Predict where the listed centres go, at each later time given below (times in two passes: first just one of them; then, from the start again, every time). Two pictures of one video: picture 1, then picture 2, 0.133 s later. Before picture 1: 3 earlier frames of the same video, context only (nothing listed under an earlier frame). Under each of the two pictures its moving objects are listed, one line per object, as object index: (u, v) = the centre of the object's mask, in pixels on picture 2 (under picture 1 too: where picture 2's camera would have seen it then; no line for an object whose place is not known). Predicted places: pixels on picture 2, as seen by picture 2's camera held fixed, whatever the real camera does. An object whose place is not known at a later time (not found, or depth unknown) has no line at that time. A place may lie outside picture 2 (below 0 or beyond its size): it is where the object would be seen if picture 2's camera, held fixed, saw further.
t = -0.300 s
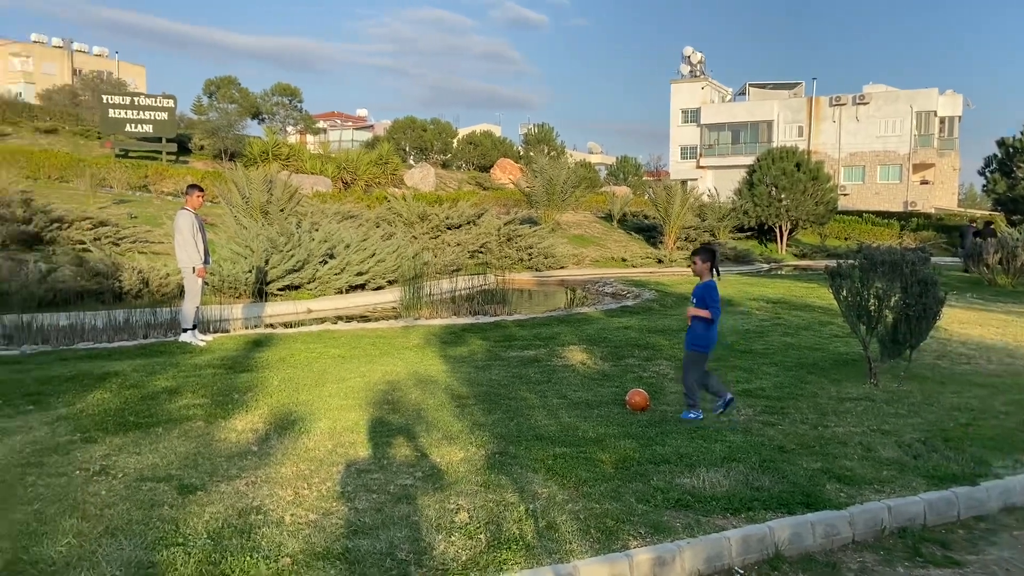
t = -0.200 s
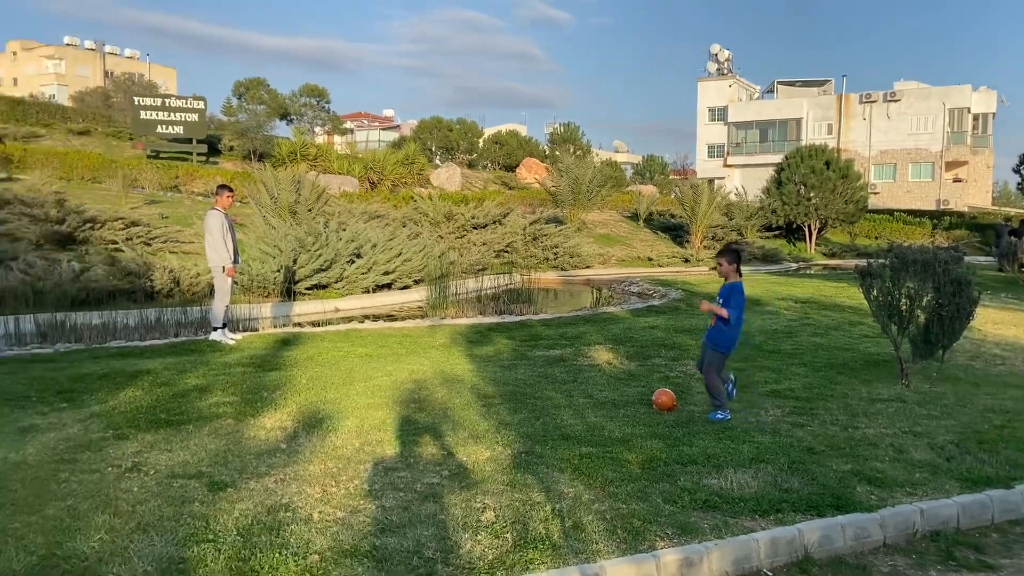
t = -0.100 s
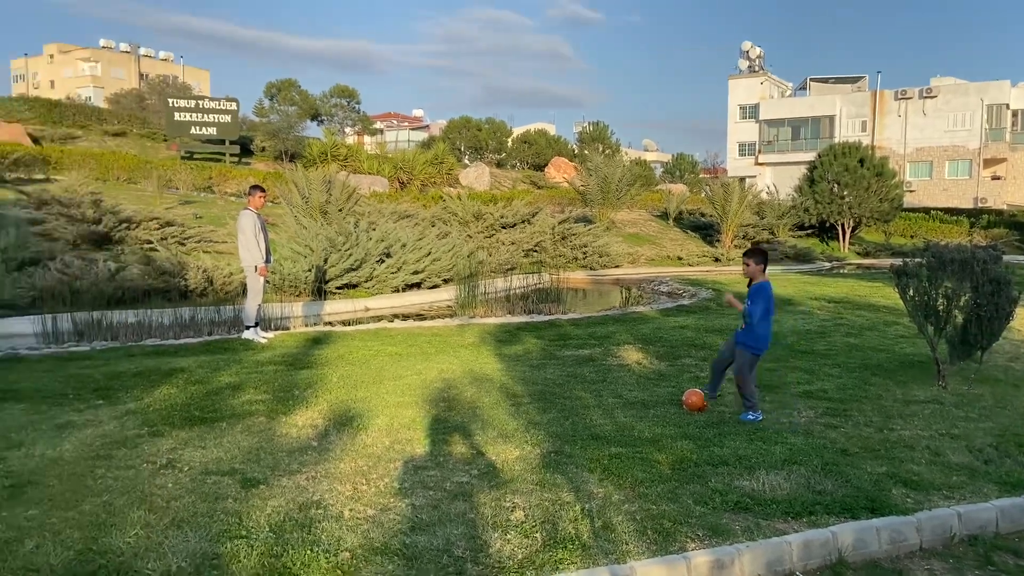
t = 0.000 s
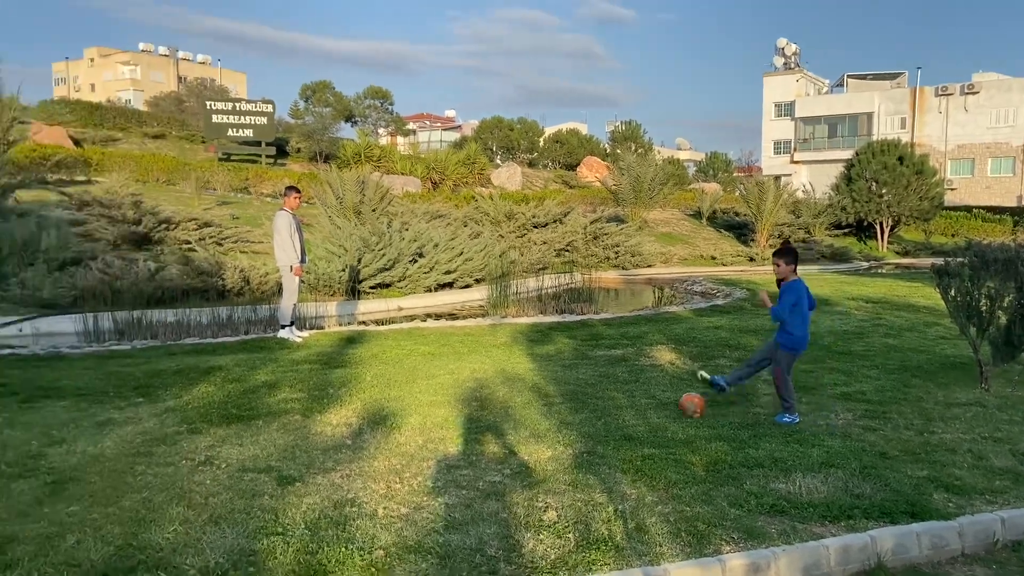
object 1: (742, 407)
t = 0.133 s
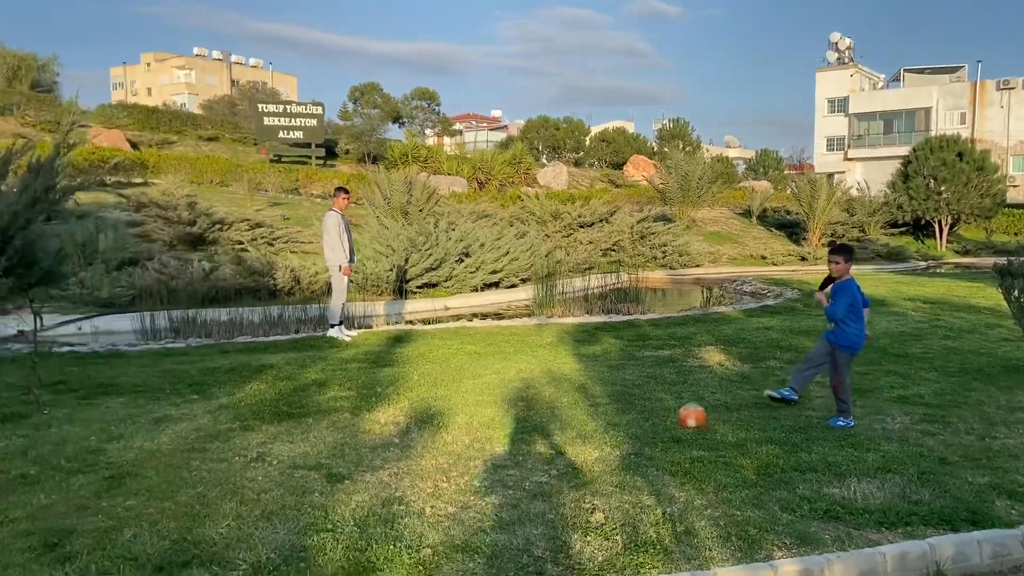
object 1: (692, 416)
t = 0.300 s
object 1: (631, 432)
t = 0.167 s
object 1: (680, 419)
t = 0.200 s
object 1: (668, 421)
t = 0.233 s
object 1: (656, 424)
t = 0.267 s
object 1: (643, 427)
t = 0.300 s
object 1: (631, 432)
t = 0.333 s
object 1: (618, 434)
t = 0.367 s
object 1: (605, 436)
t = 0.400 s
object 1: (592, 438)
